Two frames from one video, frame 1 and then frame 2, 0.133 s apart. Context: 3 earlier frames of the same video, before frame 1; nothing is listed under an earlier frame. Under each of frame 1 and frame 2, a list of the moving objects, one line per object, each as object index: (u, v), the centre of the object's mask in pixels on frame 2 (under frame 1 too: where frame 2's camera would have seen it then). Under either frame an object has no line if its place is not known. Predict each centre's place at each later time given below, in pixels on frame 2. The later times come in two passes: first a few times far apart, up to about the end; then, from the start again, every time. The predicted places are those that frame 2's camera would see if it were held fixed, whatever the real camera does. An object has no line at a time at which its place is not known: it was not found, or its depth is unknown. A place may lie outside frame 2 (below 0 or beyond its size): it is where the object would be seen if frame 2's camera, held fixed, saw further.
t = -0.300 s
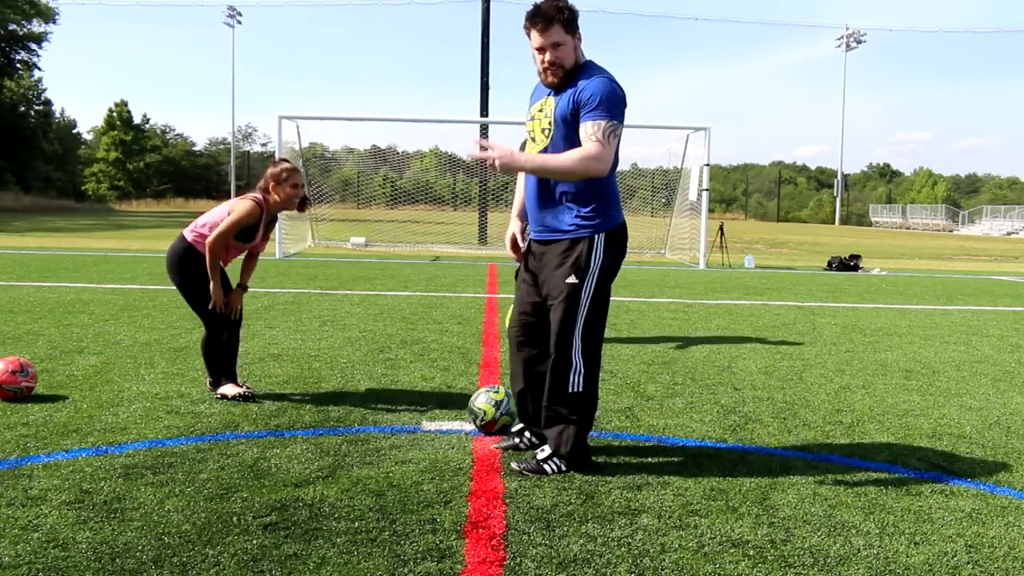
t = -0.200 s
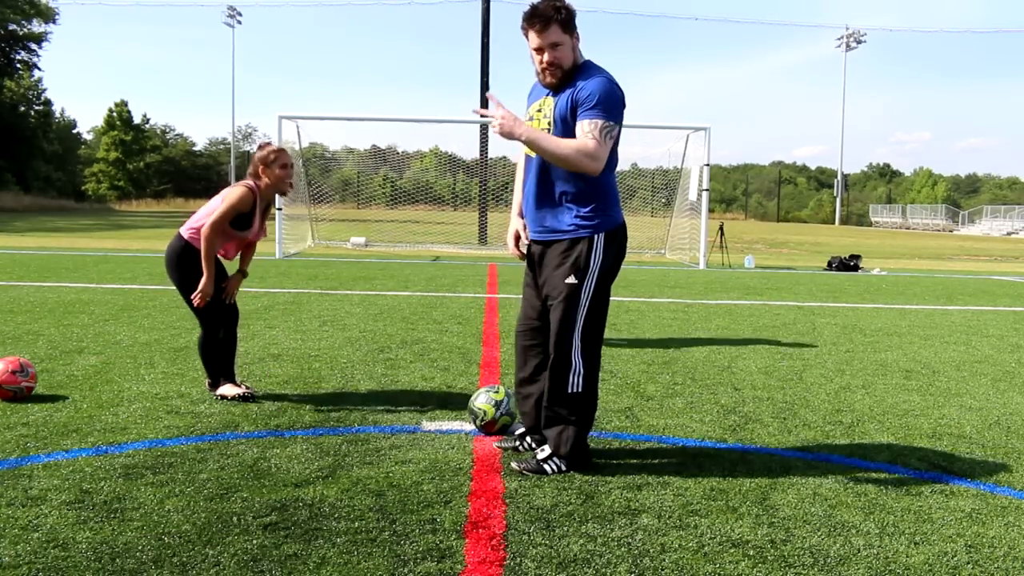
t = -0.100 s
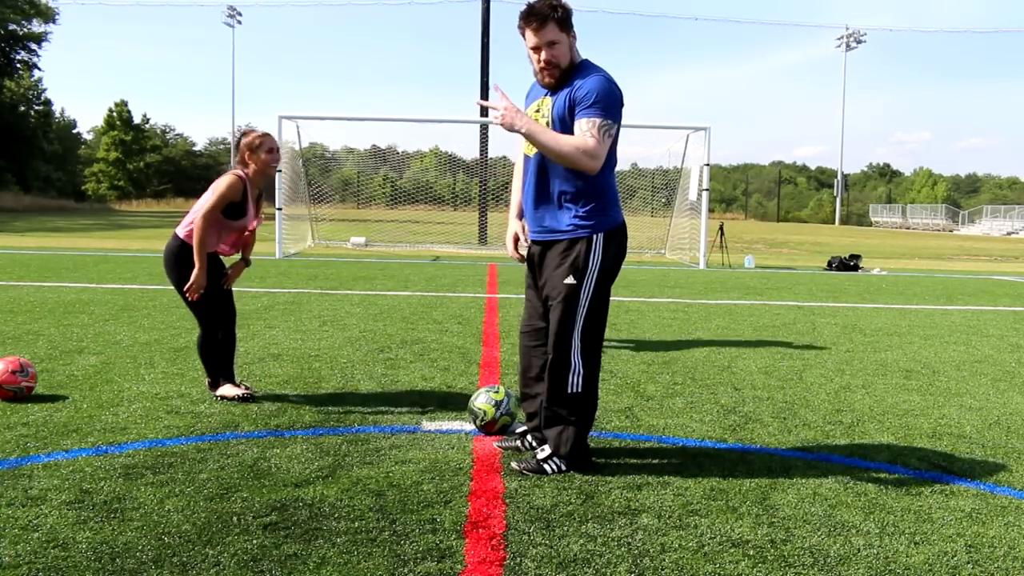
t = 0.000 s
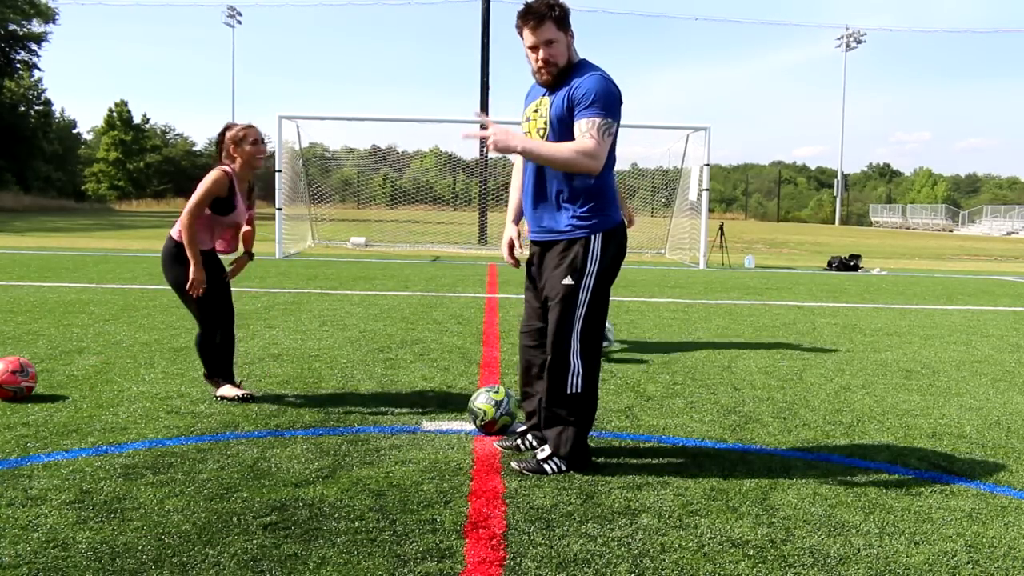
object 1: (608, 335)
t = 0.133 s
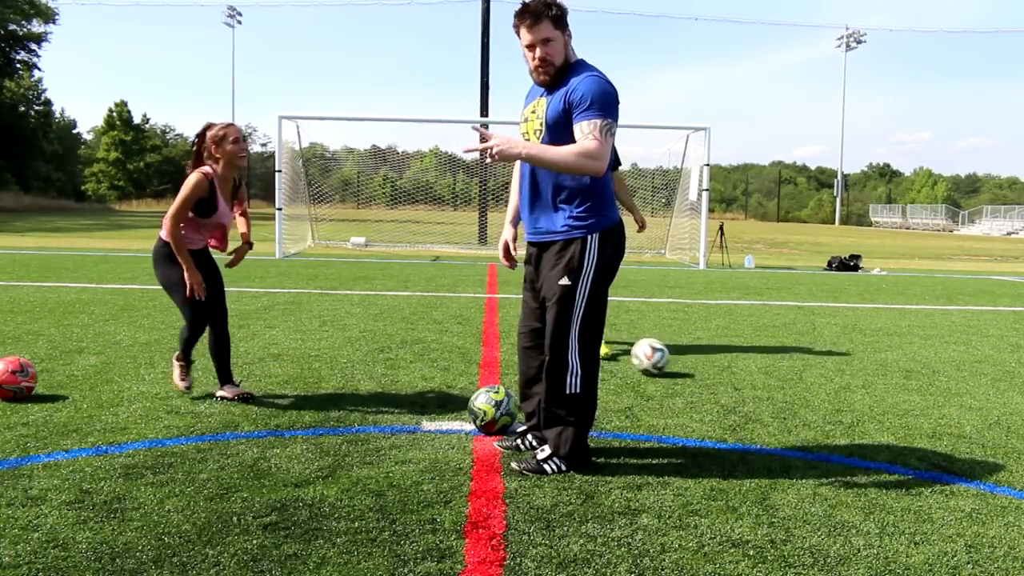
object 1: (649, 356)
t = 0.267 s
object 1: (690, 364)
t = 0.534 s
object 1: (760, 385)
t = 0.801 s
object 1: (830, 402)
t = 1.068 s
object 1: (902, 422)
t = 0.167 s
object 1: (662, 361)
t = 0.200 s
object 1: (672, 361)
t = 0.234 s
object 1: (681, 361)
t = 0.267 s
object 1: (690, 364)
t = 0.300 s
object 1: (700, 369)
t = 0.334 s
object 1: (710, 373)
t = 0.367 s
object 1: (718, 374)
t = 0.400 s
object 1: (726, 376)
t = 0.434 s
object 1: (735, 379)
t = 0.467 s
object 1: (742, 380)
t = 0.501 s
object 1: (751, 382)
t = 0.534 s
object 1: (760, 385)
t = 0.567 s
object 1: (768, 388)
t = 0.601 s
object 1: (777, 390)
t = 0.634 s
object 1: (786, 392)
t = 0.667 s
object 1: (795, 393)
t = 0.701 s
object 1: (803, 397)
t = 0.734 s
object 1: (812, 399)
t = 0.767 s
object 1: (821, 400)
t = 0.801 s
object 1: (830, 402)
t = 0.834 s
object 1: (839, 406)
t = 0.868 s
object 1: (847, 407)
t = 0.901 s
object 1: (857, 410)
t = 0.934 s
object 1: (865, 413)
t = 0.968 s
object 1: (874, 415)
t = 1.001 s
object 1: (883, 416)
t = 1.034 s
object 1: (893, 420)
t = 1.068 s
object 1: (902, 422)
